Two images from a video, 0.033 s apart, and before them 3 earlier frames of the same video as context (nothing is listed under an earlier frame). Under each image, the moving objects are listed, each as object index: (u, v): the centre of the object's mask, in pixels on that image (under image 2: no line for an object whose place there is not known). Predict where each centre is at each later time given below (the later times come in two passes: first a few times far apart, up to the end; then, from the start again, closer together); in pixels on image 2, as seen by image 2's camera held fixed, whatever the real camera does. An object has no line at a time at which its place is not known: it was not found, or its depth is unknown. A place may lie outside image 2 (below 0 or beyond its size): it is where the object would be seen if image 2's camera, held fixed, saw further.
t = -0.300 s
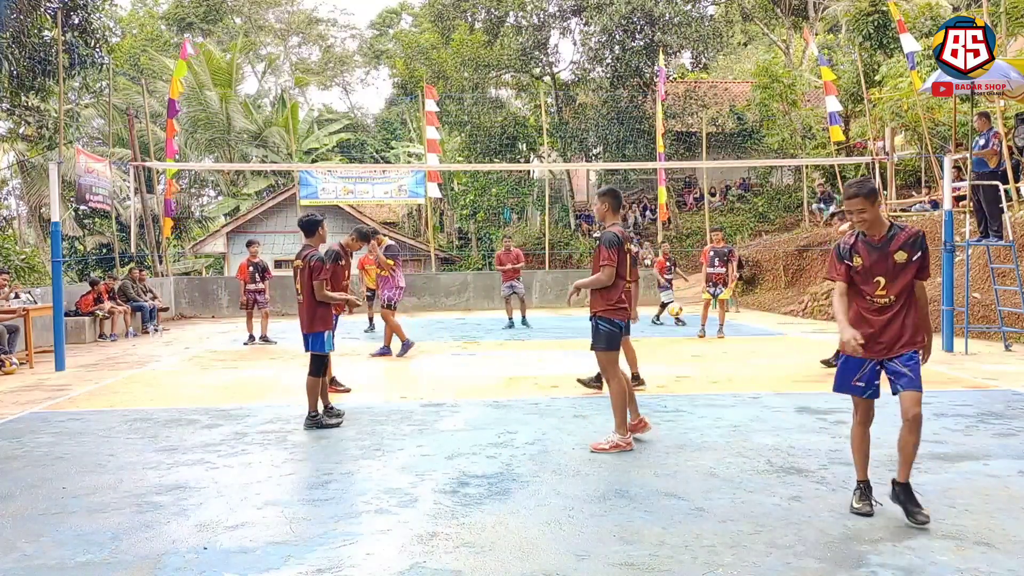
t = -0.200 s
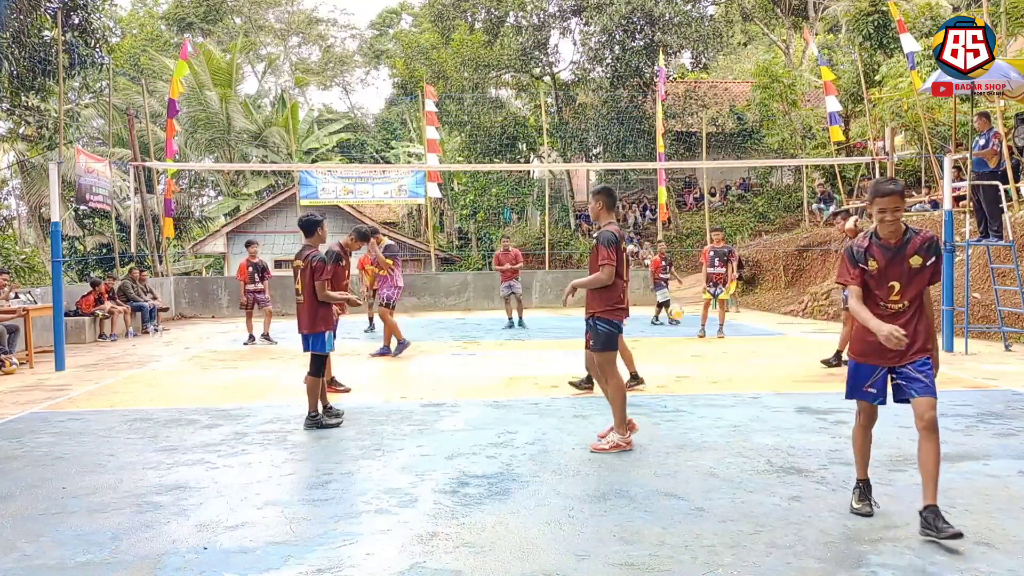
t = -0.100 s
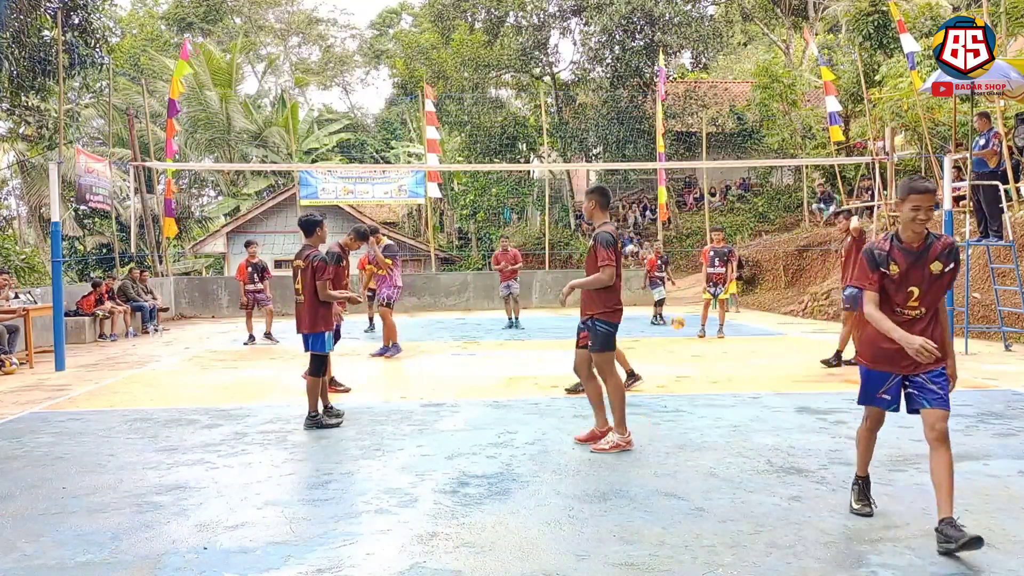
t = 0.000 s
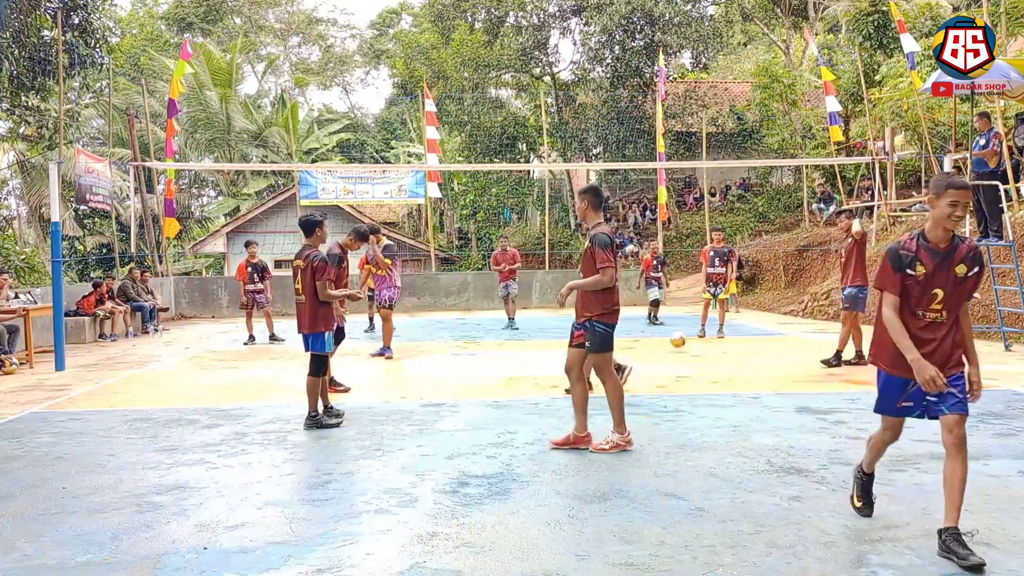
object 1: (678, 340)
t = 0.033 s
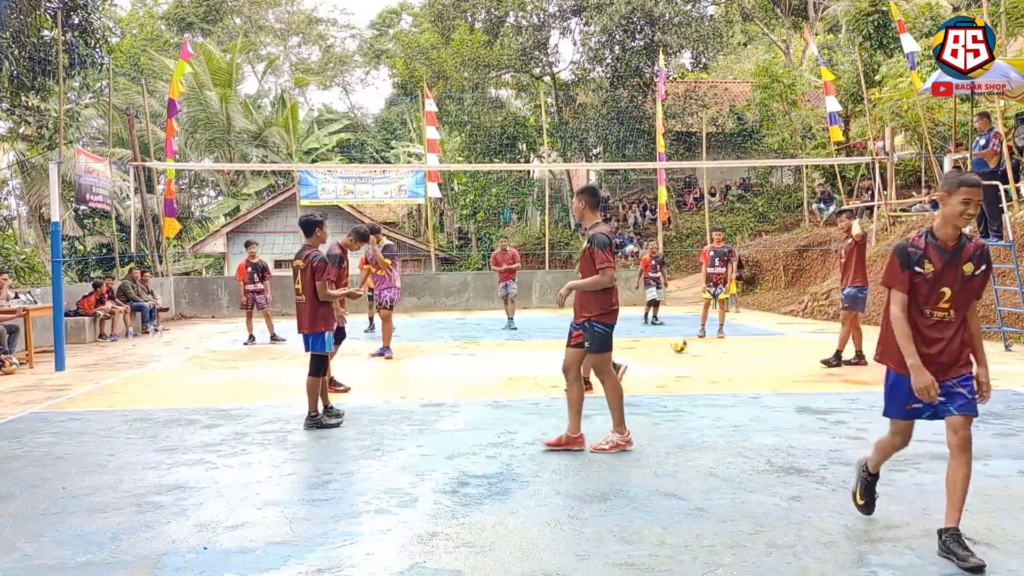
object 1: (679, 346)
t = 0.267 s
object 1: (682, 326)
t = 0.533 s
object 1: (685, 362)
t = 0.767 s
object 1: (691, 347)
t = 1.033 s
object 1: (699, 374)
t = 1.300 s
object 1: (708, 388)
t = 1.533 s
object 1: (718, 392)
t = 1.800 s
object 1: (731, 417)
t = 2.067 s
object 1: (751, 454)
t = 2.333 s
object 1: (778, 480)
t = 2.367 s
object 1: (783, 490)
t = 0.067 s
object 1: (679, 340)
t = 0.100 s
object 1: (680, 335)
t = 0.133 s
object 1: (680, 332)
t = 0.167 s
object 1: (680, 329)
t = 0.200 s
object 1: (681, 327)
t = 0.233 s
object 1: (681, 326)
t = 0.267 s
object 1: (682, 326)
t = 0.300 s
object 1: (682, 327)
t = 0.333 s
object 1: (682, 329)
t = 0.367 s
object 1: (682, 331)
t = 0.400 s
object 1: (683, 335)
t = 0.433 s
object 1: (684, 340)
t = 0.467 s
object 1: (684, 347)
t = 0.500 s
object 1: (685, 354)
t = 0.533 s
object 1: (685, 362)
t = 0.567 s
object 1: (686, 357)
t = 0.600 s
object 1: (687, 353)
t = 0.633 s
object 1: (688, 350)
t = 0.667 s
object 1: (688, 347)
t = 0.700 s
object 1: (689, 346)
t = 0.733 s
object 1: (690, 346)
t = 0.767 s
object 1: (691, 347)
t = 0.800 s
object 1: (692, 349)
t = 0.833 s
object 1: (694, 352)
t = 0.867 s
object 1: (695, 357)
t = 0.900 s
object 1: (695, 362)
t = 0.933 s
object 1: (696, 369)
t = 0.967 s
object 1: (697, 378)
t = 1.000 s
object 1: (698, 378)
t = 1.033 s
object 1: (699, 374)
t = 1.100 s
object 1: (701, 369)
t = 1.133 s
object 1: (702, 369)
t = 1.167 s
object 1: (704, 370)
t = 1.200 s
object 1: (705, 373)
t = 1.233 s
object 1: (706, 376)
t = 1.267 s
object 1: (707, 381)
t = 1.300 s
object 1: (708, 388)
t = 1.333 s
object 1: (710, 395)
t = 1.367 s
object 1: (711, 398)
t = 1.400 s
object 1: (713, 394)
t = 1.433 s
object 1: (714, 391)
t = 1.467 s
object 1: (716, 390)
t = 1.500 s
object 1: (717, 391)
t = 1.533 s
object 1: (718, 392)
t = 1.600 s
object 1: (720, 396)
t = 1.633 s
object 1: (721, 401)
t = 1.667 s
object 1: (723, 407)
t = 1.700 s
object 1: (725, 416)
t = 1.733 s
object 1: (727, 425)
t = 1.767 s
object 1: (728, 420)
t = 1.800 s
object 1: (731, 417)
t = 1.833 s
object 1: (733, 417)
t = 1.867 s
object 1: (735, 415)
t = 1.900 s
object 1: (738, 417)
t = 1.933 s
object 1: (741, 421)
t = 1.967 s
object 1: (743, 426)
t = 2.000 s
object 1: (746, 433)
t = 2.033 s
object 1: (748, 444)
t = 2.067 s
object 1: (751, 454)
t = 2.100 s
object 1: (754, 454)
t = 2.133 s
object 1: (757, 452)
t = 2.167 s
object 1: (760, 451)
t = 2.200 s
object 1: (764, 453)
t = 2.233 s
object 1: (767, 455)
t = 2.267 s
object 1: (771, 461)
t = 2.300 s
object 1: (774, 470)
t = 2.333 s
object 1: (778, 480)
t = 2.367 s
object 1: (783, 490)
